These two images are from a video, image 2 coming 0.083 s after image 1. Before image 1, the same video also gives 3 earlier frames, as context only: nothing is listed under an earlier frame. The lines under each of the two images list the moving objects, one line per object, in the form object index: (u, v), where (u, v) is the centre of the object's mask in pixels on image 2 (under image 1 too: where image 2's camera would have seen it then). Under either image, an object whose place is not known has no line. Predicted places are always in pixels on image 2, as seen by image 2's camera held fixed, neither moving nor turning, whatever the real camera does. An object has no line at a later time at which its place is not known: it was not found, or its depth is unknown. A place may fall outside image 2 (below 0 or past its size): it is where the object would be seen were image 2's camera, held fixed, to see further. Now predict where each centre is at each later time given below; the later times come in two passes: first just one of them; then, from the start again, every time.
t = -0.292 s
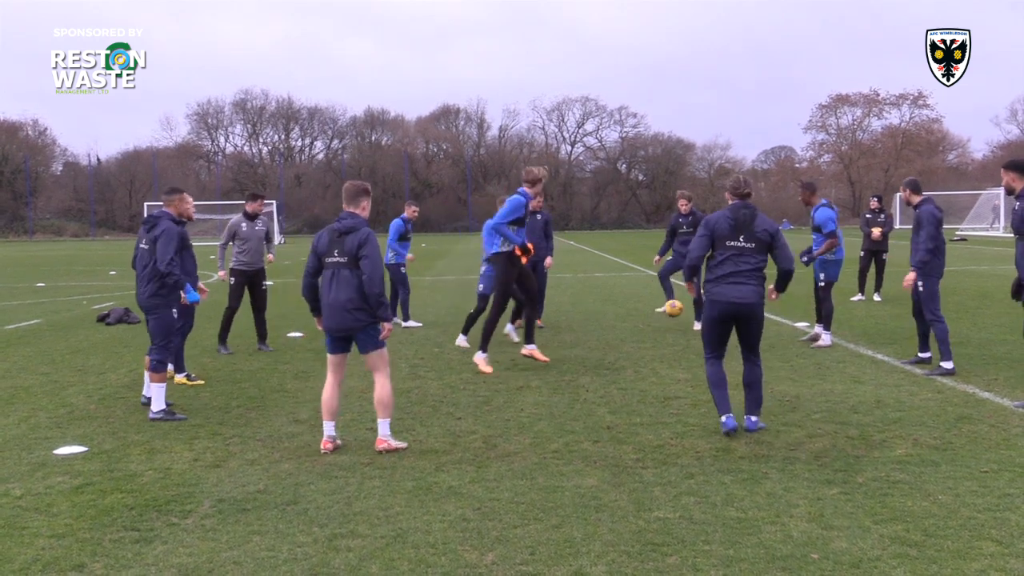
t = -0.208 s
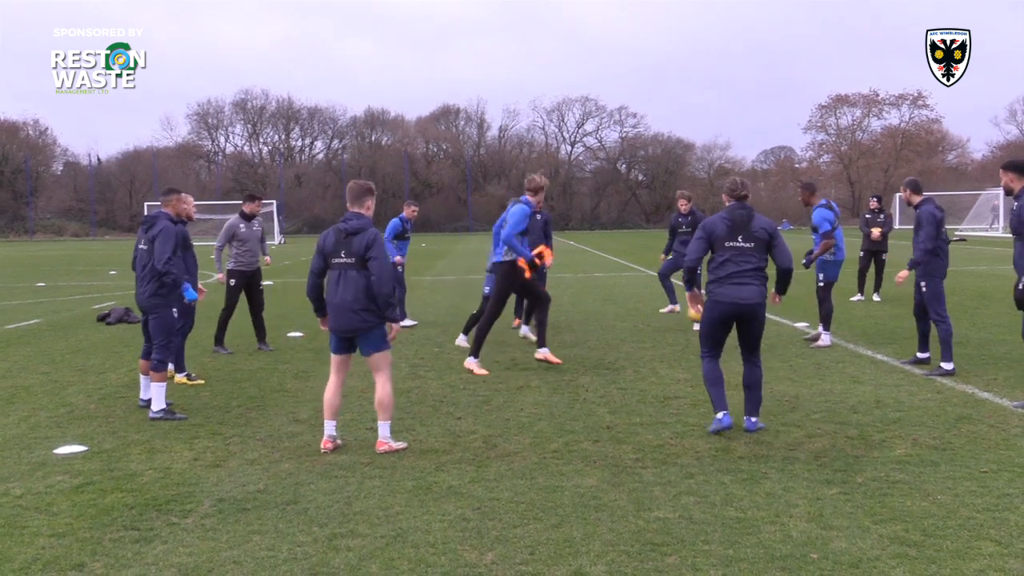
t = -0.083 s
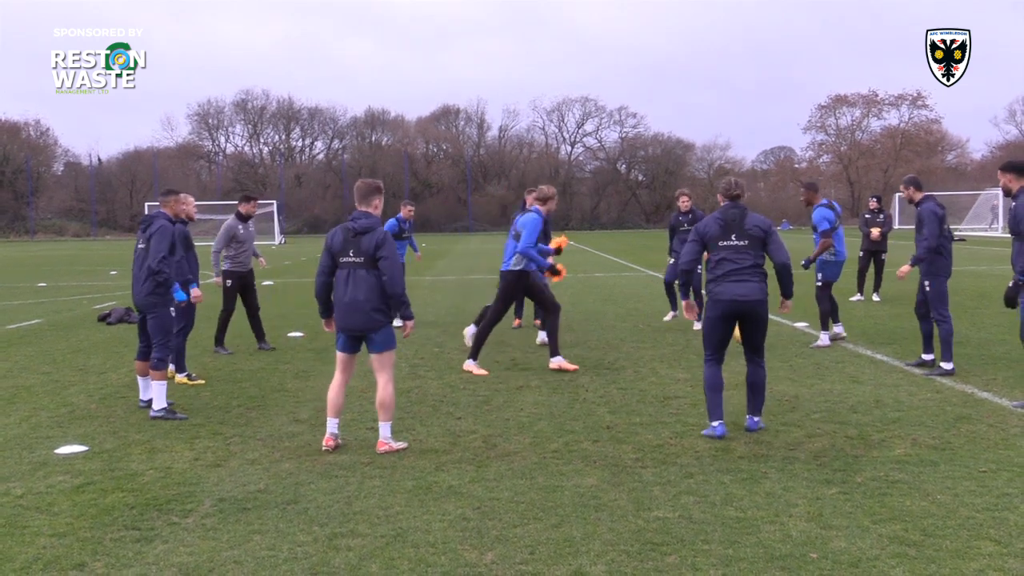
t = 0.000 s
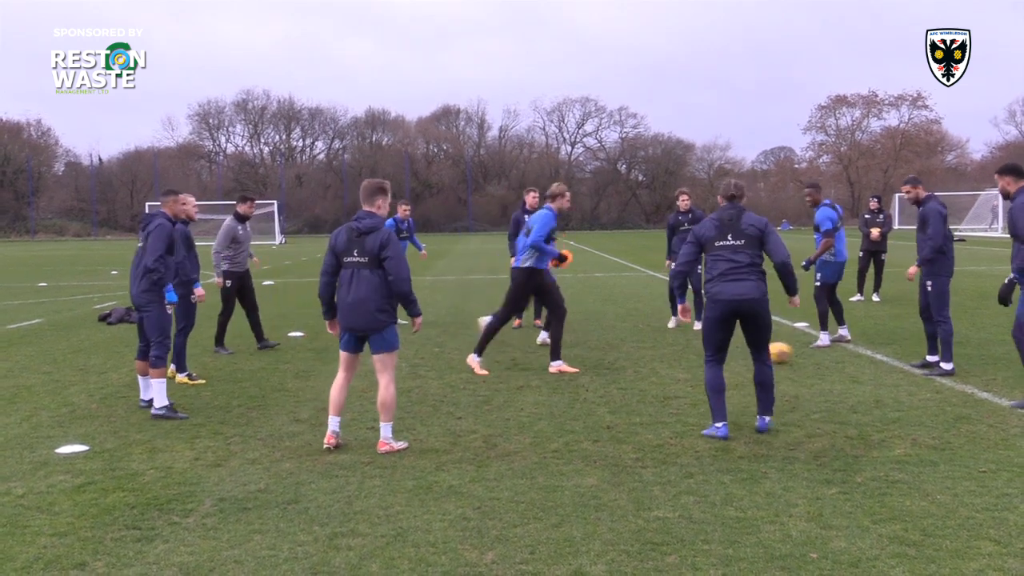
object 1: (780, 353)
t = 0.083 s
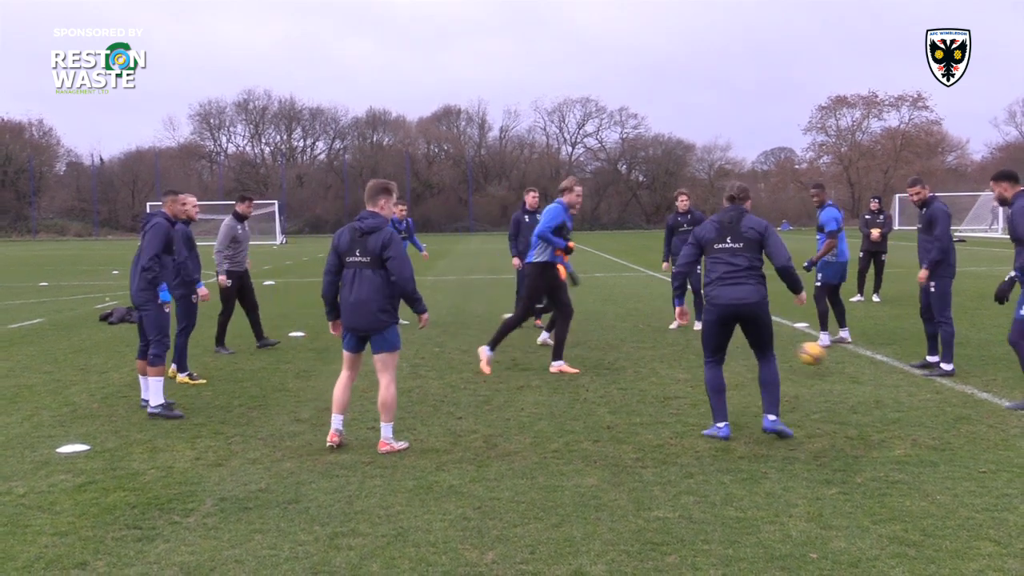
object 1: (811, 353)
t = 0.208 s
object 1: (872, 367)
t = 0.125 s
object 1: (830, 356)
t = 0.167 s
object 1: (849, 360)
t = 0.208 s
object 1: (872, 367)
